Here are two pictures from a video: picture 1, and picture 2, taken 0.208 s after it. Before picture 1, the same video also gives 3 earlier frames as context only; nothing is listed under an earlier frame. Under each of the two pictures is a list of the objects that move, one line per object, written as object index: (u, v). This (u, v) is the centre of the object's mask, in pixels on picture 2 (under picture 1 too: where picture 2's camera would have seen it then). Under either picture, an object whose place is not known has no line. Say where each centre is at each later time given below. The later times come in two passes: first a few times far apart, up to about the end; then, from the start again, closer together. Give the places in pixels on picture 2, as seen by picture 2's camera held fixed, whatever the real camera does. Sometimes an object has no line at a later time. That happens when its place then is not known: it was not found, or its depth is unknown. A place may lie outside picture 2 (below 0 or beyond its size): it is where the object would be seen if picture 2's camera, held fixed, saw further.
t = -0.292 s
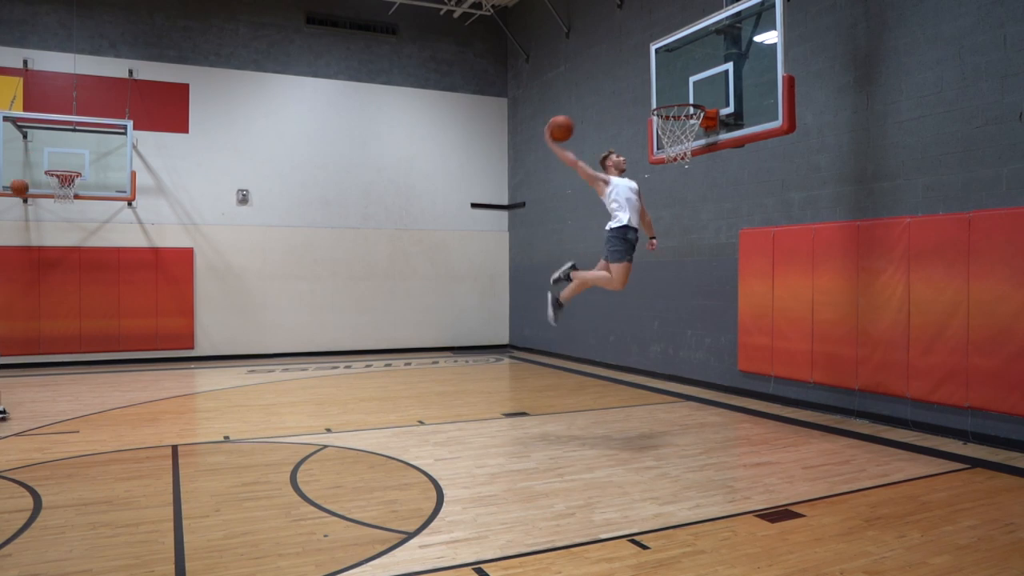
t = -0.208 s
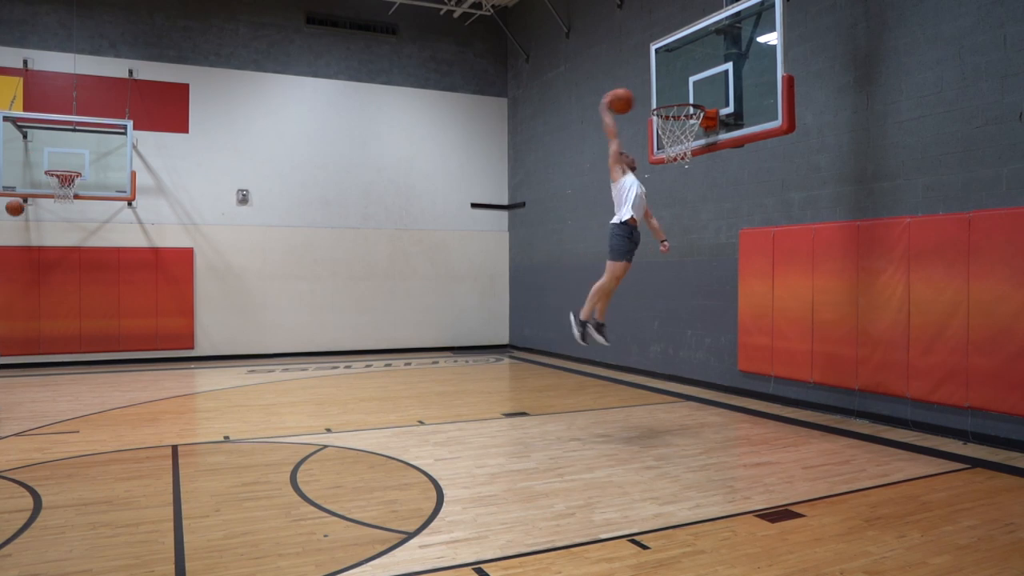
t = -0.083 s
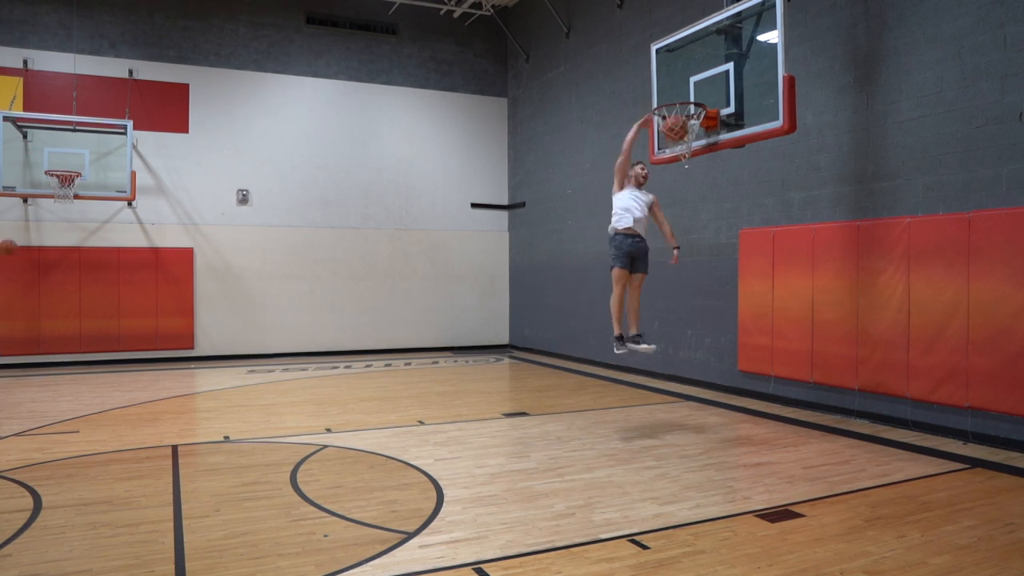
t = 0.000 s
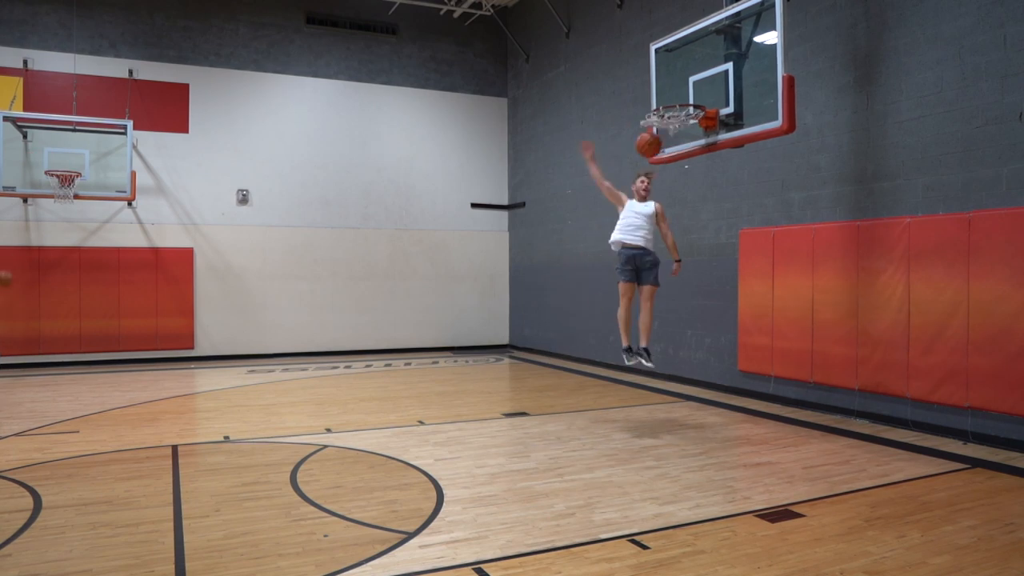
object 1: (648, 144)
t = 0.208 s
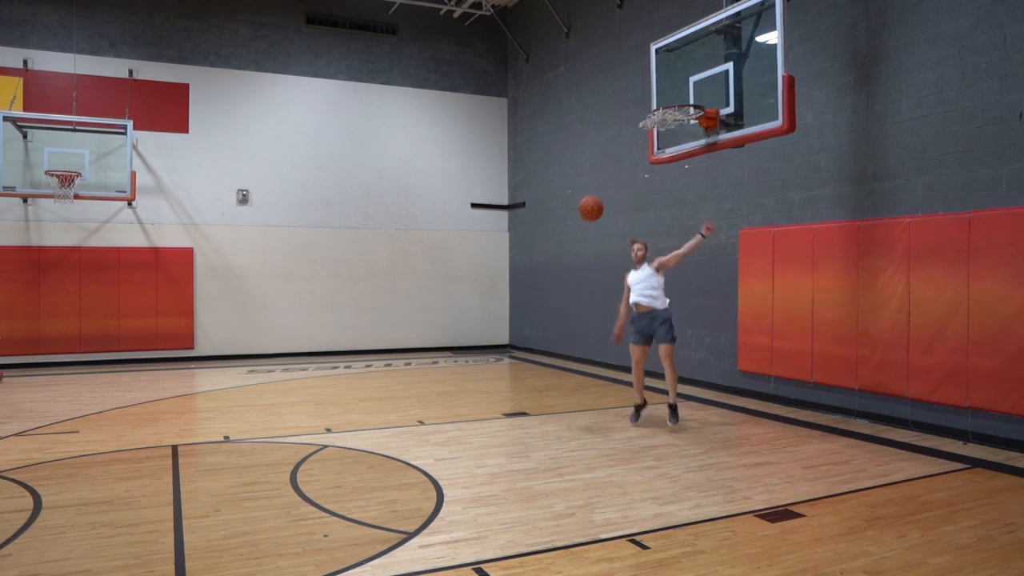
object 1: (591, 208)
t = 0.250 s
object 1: (580, 225)
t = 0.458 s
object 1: (528, 332)
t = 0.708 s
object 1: (492, 361)
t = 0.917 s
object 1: (482, 299)
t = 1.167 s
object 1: (471, 278)
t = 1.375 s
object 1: (460, 301)
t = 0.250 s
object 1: (580, 225)
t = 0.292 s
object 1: (569, 244)
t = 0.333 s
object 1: (559, 264)
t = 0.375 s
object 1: (548, 285)
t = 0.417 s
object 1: (538, 308)
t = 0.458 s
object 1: (528, 332)
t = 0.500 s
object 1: (518, 357)
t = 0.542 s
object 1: (508, 384)
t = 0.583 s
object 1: (499, 411)
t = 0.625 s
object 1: (495, 400)
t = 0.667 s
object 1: (493, 379)
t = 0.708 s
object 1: (492, 361)
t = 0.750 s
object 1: (490, 345)
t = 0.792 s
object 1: (488, 331)
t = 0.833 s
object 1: (486, 319)
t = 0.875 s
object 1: (484, 308)
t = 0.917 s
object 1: (482, 299)
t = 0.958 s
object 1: (481, 292)
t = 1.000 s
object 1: (479, 286)
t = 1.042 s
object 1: (477, 282)
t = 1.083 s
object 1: (476, 280)
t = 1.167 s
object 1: (471, 278)
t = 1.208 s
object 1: (469, 280)
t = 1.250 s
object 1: (467, 282)
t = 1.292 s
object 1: (464, 287)
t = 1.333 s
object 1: (462, 293)
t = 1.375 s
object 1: (460, 301)
